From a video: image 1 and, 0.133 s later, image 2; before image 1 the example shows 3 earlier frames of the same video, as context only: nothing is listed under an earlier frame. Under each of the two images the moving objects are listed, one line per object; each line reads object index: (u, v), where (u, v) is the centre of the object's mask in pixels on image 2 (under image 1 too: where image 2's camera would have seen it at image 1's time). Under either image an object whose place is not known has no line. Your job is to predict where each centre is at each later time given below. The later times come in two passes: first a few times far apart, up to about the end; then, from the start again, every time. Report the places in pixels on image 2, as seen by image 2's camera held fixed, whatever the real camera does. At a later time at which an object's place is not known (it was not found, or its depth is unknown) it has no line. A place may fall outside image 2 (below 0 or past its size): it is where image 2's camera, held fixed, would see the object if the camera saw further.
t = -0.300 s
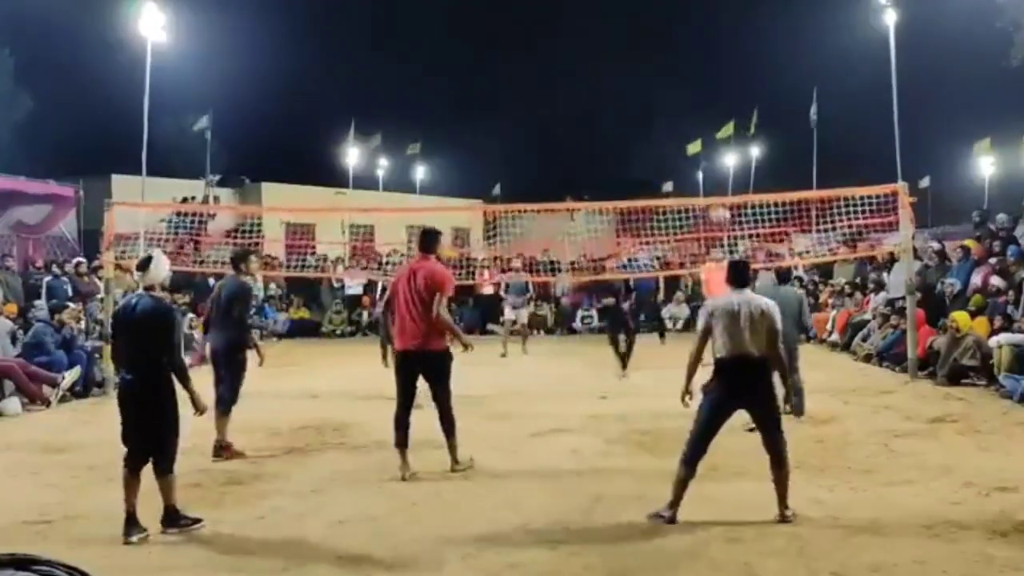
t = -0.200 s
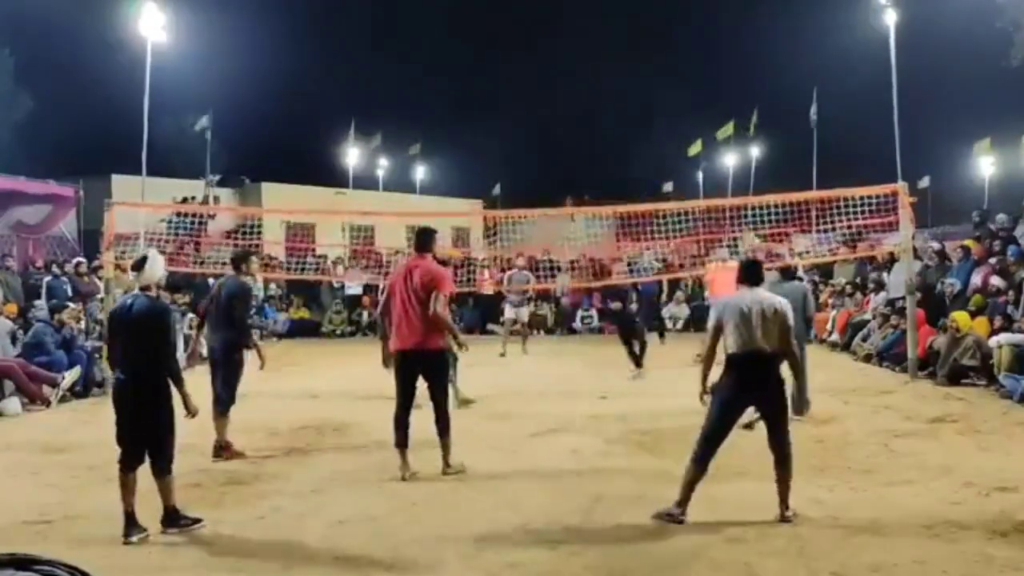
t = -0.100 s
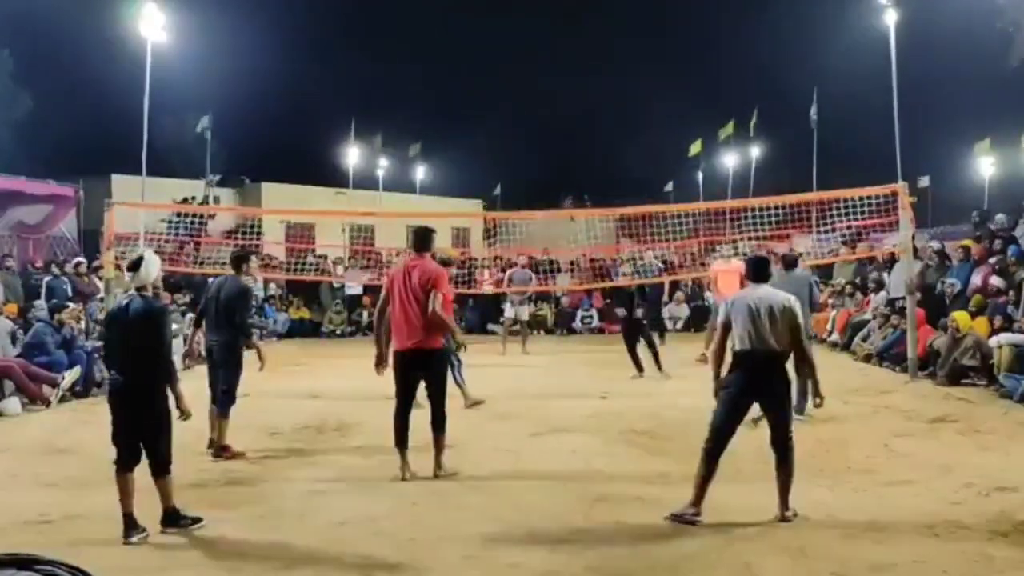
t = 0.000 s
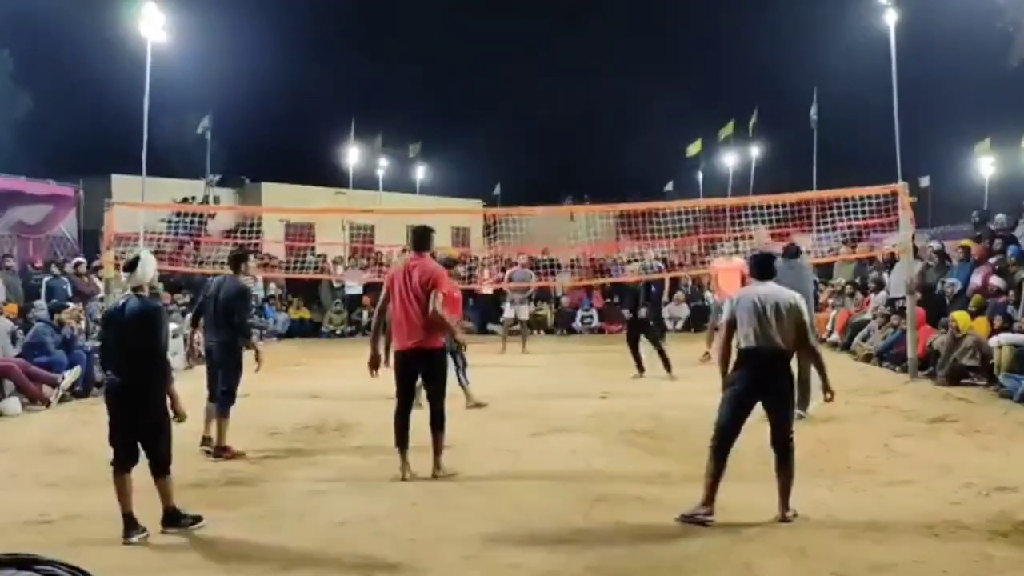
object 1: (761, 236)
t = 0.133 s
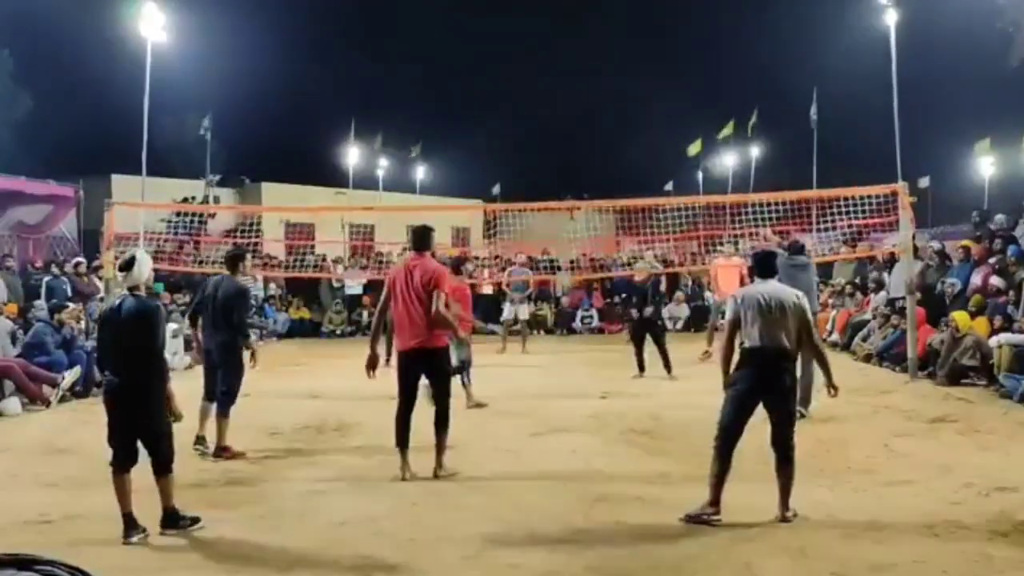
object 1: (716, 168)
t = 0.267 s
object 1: (677, 120)
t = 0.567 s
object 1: (606, 79)
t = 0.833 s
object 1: (558, 97)
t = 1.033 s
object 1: (528, 135)
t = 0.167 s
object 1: (707, 151)
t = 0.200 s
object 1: (696, 139)
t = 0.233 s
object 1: (686, 129)
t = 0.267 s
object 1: (677, 120)
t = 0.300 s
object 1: (668, 111)
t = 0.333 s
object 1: (659, 103)
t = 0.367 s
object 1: (651, 97)
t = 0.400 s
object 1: (643, 92)
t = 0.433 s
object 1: (635, 87)
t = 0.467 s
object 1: (628, 84)
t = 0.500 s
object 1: (620, 81)
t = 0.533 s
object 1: (613, 79)
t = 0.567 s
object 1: (606, 79)
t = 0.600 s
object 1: (599, 79)
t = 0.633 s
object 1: (593, 79)
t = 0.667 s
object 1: (587, 81)
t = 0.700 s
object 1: (580, 83)
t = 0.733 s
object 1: (575, 85)
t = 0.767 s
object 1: (569, 89)
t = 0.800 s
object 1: (563, 93)
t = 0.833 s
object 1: (558, 97)
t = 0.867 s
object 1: (553, 102)
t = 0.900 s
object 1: (548, 108)
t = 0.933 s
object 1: (543, 114)
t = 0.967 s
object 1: (538, 120)
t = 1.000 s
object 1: (533, 127)
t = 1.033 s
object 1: (528, 135)
